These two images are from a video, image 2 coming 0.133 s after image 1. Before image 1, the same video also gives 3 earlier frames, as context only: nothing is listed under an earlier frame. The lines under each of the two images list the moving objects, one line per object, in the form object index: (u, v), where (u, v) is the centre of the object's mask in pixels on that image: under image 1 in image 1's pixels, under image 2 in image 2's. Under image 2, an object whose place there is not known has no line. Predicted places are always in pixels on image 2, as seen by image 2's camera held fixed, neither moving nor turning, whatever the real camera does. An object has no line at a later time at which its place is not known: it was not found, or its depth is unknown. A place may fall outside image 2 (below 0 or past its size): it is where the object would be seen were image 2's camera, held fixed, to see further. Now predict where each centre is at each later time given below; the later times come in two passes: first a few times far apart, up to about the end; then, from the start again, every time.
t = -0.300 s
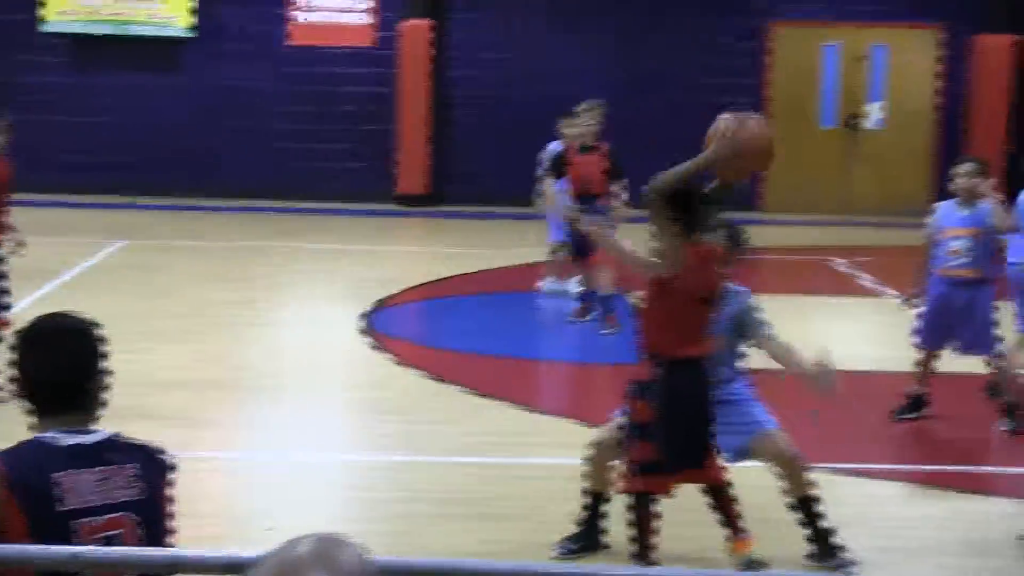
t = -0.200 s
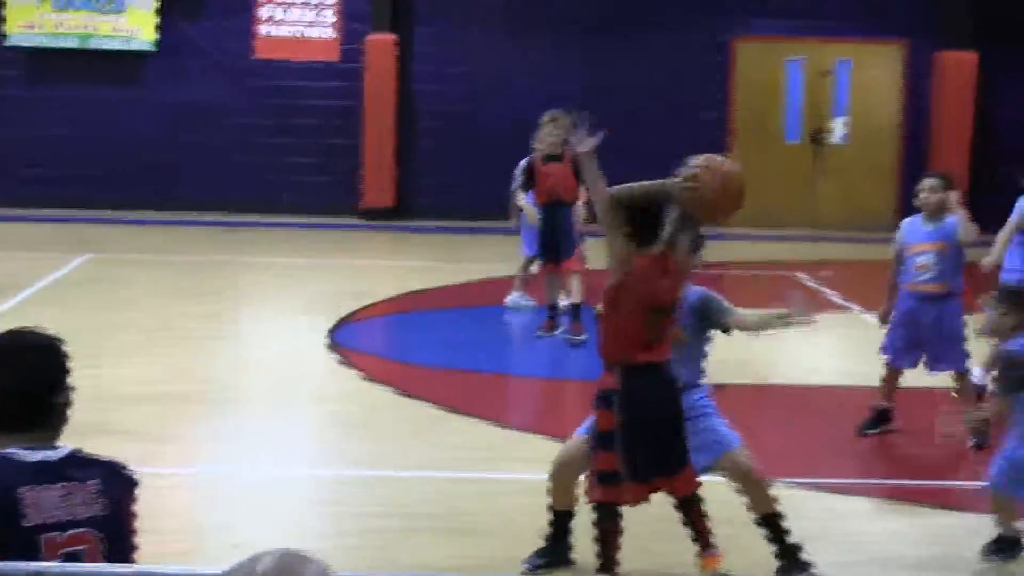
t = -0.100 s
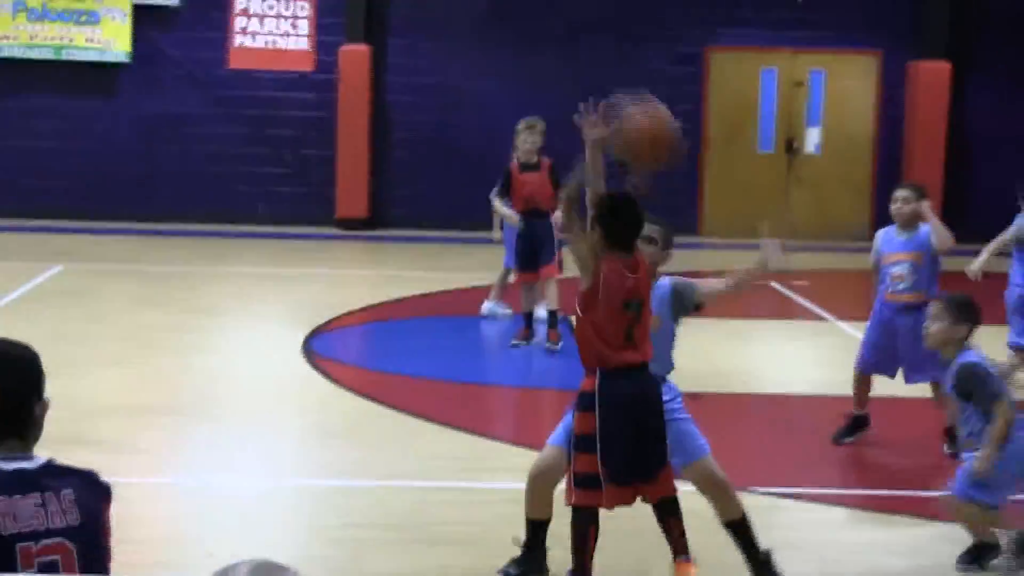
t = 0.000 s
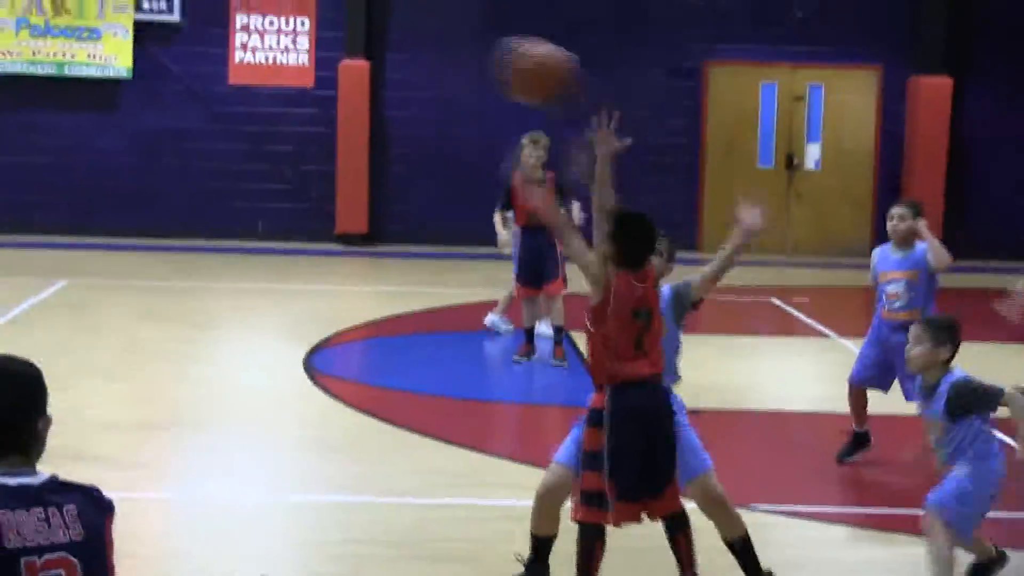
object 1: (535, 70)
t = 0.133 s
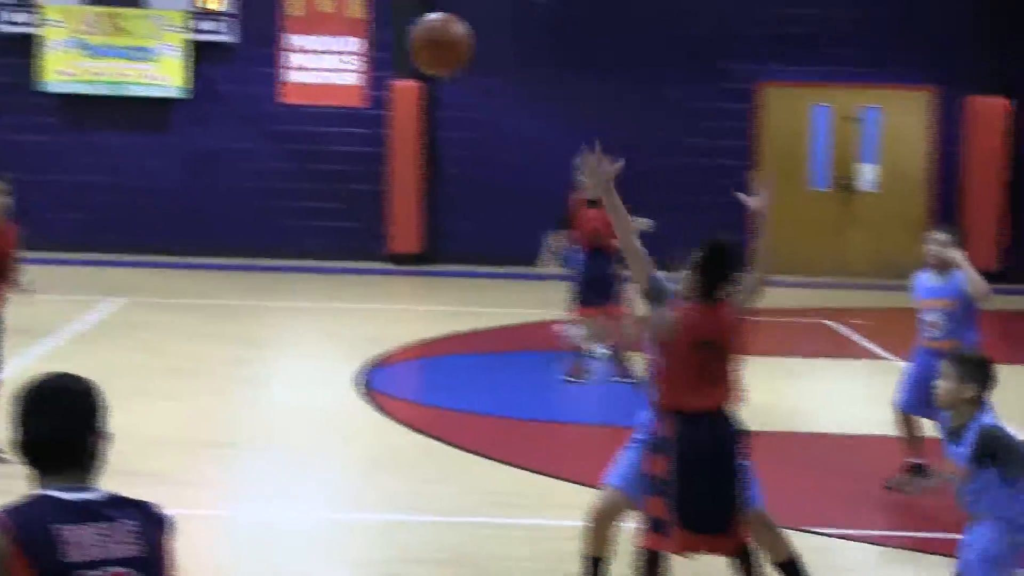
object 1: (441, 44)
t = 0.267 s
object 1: (314, 45)
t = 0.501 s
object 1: (116, 148)
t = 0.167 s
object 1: (407, 41)
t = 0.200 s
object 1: (379, 39)
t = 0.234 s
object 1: (347, 40)
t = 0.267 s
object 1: (314, 45)
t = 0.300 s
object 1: (281, 52)
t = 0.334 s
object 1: (252, 64)
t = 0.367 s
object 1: (225, 75)
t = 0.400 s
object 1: (197, 93)
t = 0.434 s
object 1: (168, 110)
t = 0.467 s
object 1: (142, 126)
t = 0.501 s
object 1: (116, 148)
